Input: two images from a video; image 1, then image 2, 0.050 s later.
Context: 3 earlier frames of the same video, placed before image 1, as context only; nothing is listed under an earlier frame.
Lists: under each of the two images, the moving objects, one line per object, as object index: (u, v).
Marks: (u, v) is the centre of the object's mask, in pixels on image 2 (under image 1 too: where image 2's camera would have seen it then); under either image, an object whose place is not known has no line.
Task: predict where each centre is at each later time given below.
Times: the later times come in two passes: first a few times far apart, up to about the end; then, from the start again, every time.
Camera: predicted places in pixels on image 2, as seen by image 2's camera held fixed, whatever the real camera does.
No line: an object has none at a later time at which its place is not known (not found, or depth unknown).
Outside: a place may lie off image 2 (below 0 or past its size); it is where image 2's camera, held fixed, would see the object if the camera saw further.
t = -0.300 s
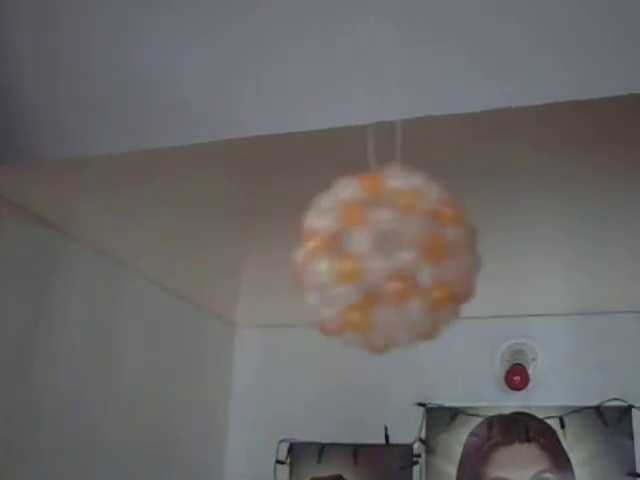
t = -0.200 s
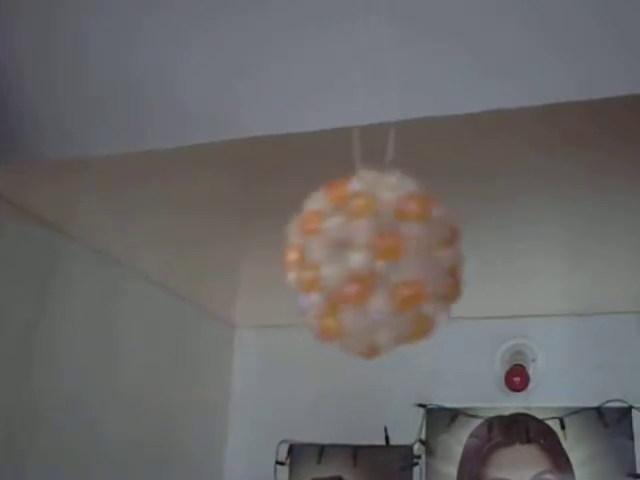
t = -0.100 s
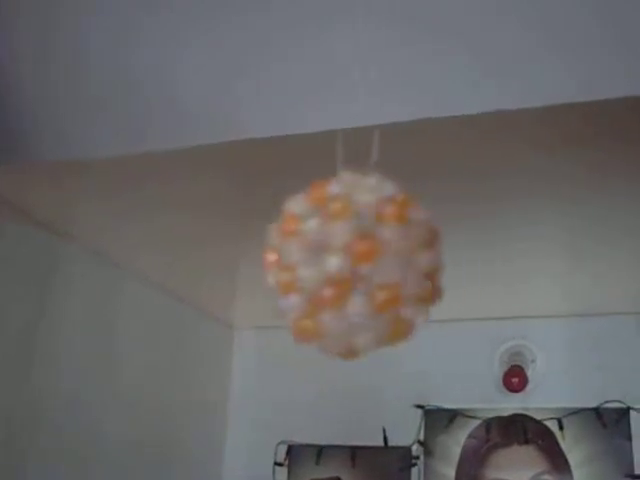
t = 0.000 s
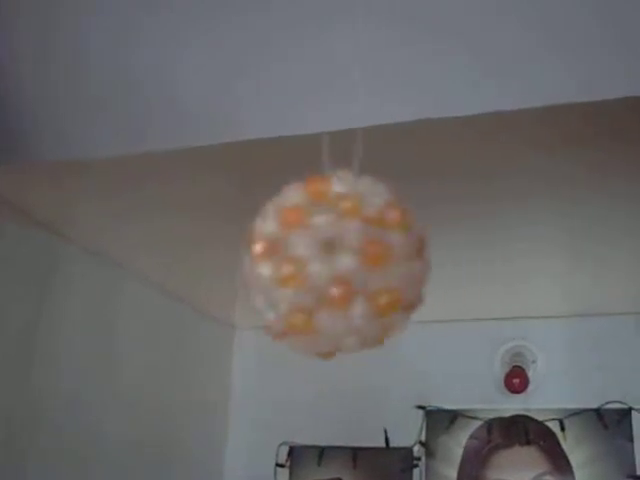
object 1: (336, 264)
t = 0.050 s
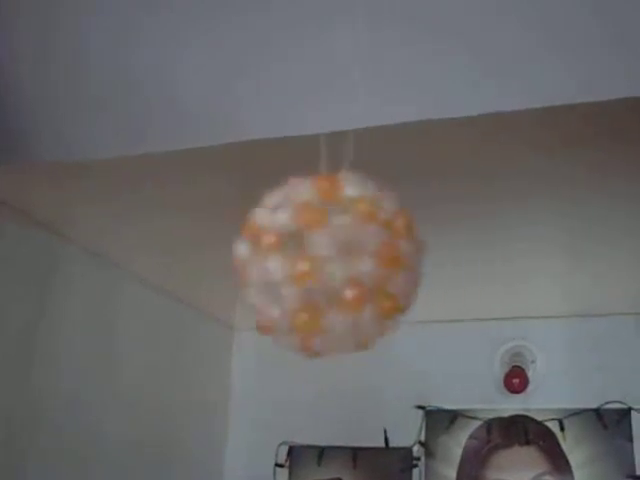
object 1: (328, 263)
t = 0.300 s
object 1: (331, 255)
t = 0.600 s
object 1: (381, 261)
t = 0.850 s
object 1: (369, 266)
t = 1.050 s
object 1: (335, 259)
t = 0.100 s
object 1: (321, 261)
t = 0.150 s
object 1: (320, 259)
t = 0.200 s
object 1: (321, 257)
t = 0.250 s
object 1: (325, 255)
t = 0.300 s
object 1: (331, 255)
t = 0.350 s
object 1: (341, 255)
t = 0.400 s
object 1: (349, 254)
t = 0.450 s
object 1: (362, 253)
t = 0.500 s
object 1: (371, 255)
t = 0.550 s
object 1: (378, 258)
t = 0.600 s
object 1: (381, 261)
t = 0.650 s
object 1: (385, 264)
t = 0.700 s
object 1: (385, 265)
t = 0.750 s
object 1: (382, 266)
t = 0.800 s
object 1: (376, 266)
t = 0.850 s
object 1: (369, 266)
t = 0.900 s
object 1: (360, 265)
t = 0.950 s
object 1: (351, 264)
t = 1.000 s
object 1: (341, 263)
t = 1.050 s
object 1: (335, 259)
